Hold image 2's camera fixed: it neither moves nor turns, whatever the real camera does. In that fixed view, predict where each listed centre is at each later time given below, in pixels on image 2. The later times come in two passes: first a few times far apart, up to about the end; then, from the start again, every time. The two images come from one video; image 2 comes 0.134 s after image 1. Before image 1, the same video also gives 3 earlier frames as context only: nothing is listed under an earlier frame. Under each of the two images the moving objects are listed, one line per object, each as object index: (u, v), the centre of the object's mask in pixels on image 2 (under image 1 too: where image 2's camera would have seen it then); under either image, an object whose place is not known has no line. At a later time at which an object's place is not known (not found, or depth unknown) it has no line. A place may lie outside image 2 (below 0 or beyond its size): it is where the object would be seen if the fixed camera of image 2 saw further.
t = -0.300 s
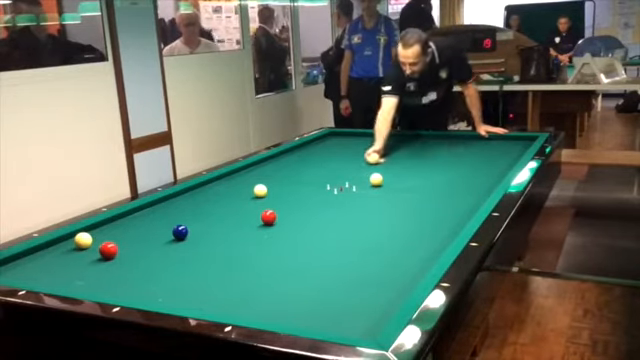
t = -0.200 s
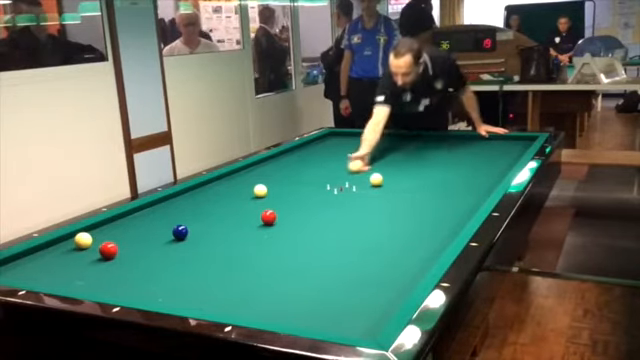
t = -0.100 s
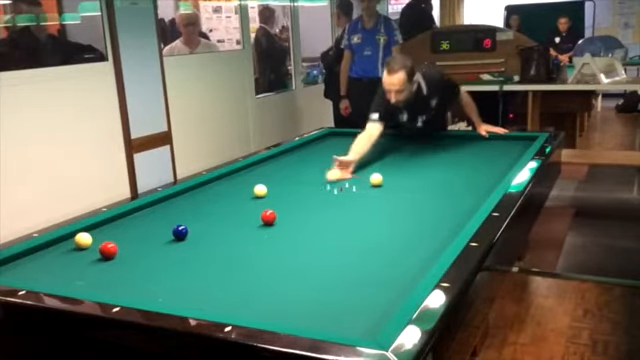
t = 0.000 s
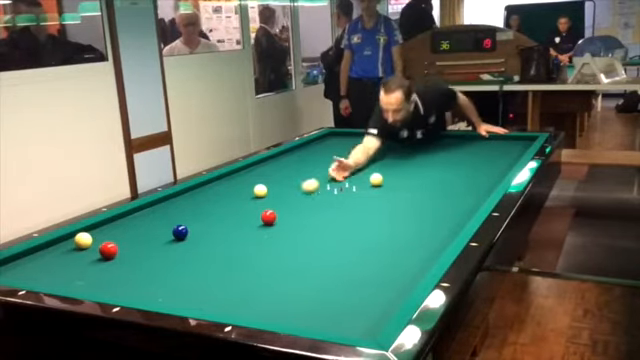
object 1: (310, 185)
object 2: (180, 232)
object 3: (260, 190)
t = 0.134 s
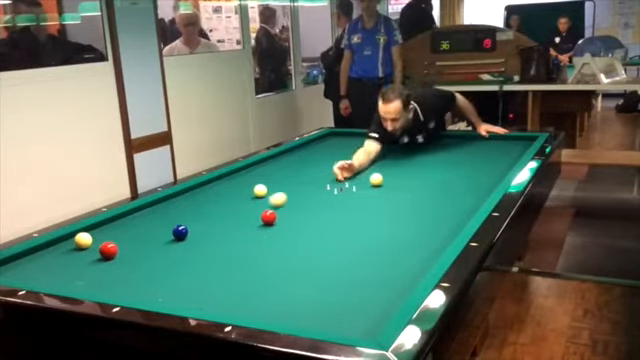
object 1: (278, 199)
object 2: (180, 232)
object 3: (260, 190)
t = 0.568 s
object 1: (150, 254)
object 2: (180, 232)
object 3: (260, 190)
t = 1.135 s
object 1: (168, 237)
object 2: (181, 231)
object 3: (260, 190)
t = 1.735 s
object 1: (186, 227)
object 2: (233, 202)
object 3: (260, 191)
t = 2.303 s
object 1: (199, 220)
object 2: (243, 187)
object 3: (280, 186)
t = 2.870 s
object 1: (209, 213)
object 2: (237, 179)
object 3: (308, 181)
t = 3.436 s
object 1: (218, 209)
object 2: (238, 172)
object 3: (333, 176)
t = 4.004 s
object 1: (225, 205)
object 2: (257, 167)
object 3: (354, 172)
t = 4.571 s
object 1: (229, 203)
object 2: (273, 164)
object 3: (373, 168)
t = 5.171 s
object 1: (233, 201)
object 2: (288, 161)
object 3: (389, 165)
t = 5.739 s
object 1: (235, 200)
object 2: (300, 159)
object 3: (402, 163)
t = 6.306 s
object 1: (235, 200)
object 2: (309, 157)
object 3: (412, 161)
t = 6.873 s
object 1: (235, 200)
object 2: (315, 156)
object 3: (421, 159)
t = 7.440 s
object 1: (235, 200)
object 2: (321, 155)
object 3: (428, 158)
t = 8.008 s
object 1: (235, 200)
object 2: (324, 154)
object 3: (432, 157)
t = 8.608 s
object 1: (235, 200)
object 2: (325, 154)
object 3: (434, 156)
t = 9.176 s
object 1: (235, 200)
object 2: (325, 153)
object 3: (435, 156)
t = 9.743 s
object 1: (235, 200)
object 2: (325, 153)
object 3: (435, 156)
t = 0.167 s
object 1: (269, 202)
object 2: (180, 232)
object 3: (260, 190)
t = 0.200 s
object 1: (260, 206)
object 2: (180, 232)
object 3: (260, 190)
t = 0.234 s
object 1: (251, 210)
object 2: (180, 232)
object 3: (260, 190)
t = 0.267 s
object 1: (243, 214)
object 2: (180, 232)
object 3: (260, 190)
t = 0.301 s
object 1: (234, 217)
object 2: (180, 232)
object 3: (260, 190)
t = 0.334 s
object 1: (225, 221)
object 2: (180, 232)
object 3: (260, 190)
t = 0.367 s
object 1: (216, 226)
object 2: (180, 232)
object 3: (260, 190)
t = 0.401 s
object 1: (206, 230)
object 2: (180, 232)
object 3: (260, 190)
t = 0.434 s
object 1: (195, 234)
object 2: (179, 232)
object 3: (260, 190)
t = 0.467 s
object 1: (185, 239)
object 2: (179, 229)
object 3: (260, 190)
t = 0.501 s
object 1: (173, 244)
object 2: (180, 230)
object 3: (260, 190)
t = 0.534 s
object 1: (162, 249)
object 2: (180, 232)
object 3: (260, 190)
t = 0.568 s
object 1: (150, 254)
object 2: (180, 232)
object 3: (260, 190)
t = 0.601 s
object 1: (137, 260)
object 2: (180, 232)
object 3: (260, 190)
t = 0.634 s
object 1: (124, 266)
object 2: (180, 232)
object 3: (260, 190)
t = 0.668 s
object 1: (110, 272)
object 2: (180, 232)
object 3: (260, 190)
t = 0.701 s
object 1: (95, 278)
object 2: (180, 232)
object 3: (260, 190)
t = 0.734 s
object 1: (81, 283)
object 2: (180, 232)
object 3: (260, 190)
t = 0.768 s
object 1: (81, 282)
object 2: (180, 232)
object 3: (260, 190)
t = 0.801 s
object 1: (92, 278)
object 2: (180, 232)
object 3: (260, 190)
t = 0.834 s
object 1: (103, 273)
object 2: (180, 232)
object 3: (260, 190)
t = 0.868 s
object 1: (112, 268)
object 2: (180, 232)
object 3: (260, 190)
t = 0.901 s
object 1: (121, 263)
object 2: (180, 232)
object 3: (260, 190)
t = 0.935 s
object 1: (129, 258)
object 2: (180, 232)
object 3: (260, 190)
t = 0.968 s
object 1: (137, 254)
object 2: (180, 232)
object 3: (260, 190)
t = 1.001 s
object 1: (145, 250)
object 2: (180, 232)
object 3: (260, 190)
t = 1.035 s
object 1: (151, 247)
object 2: (180, 232)
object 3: (260, 190)
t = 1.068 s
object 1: (157, 243)
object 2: (180, 232)
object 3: (260, 190)
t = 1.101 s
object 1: (163, 240)
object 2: (180, 232)
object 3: (260, 190)
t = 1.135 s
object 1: (168, 237)
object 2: (181, 231)
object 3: (260, 190)
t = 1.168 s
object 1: (171, 236)
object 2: (183, 231)
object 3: (260, 190)
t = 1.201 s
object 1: (172, 235)
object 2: (186, 229)
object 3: (260, 191)
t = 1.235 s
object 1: (172, 235)
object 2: (190, 226)
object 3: (260, 190)
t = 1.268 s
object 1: (173, 234)
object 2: (195, 224)
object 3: (260, 190)
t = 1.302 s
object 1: (174, 234)
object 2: (198, 222)
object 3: (260, 190)
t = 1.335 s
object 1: (175, 233)
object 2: (201, 220)
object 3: (260, 190)
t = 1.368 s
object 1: (176, 233)
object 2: (204, 218)
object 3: (260, 191)
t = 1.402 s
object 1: (177, 232)
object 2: (207, 216)
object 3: (260, 191)
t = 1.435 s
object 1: (178, 232)
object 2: (210, 215)
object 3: (260, 191)
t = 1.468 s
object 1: (179, 231)
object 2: (213, 213)
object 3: (260, 191)
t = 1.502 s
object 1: (180, 231)
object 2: (215, 212)
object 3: (260, 191)
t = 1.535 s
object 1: (181, 230)
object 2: (218, 211)
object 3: (260, 191)
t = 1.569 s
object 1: (182, 229)
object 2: (221, 209)
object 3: (260, 191)
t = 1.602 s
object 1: (183, 229)
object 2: (223, 208)
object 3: (260, 191)
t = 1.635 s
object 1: (183, 229)
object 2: (225, 206)
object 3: (260, 191)
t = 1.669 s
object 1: (184, 228)
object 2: (228, 205)
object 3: (260, 191)
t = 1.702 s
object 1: (185, 228)
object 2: (230, 204)
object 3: (260, 190)
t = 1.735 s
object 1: (186, 227)
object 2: (233, 202)
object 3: (260, 191)
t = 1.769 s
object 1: (187, 227)
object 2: (235, 201)
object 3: (260, 190)
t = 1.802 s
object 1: (188, 226)
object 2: (237, 199)
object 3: (260, 190)
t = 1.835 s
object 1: (189, 226)
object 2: (239, 198)
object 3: (260, 191)
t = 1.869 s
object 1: (190, 225)
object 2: (241, 197)
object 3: (260, 190)
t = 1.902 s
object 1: (190, 225)
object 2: (243, 196)
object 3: (260, 190)
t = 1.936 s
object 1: (191, 224)
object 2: (245, 195)
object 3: (260, 190)
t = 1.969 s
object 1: (192, 224)
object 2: (247, 194)
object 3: (260, 190)
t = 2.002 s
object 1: (193, 223)
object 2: (247, 193)
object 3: (262, 190)
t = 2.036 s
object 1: (193, 223)
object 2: (247, 192)
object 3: (264, 189)
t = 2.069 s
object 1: (194, 222)
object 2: (246, 192)
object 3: (267, 189)
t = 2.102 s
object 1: (195, 222)
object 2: (245, 191)
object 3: (269, 189)
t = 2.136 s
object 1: (196, 221)
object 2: (245, 190)
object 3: (270, 188)
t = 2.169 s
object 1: (196, 221)
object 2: (244, 190)
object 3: (272, 188)
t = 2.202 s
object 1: (197, 221)
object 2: (244, 189)
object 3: (274, 188)
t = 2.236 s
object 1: (198, 220)
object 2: (243, 189)
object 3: (276, 187)
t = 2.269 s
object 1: (199, 220)
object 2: (243, 188)
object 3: (278, 187)
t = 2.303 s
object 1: (199, 220)
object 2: (243, 187)
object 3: (280, 186)
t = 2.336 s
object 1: (200, 219)
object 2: (242, 187)
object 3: (282, 186)
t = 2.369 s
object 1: (201, 219)
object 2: (242, 186)
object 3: (283, 186)
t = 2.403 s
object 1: (201, 219)
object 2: (241, 186)
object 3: (285, 185)
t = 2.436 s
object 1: (202, 218)
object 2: (241, 185)
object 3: (287, 185)
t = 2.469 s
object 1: (202, 218)
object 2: (241, 185)
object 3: (289, 185)
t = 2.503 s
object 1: (203, 217)
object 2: (240, 184)
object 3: (290, 184)
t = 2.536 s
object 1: (204, 217)
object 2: (240, 184)
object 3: (292, 184)
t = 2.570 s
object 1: (205, 216)
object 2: (239, 183)
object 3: (294, 184)
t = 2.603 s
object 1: (205, 216)
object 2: (239, 183)
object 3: (295, 183)
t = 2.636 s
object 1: (206, 216)
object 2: (239, 182)
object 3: (297, 183)
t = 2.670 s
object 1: (206, 215)
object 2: (238, 182)
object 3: (299, 183)
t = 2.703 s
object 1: (207, 215)
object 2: (238, 181)
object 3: (300, 182)
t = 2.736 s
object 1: (207, 215)
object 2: (238, 180)
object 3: (302, 182)
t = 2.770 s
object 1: (208, 214)
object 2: (237, 180)
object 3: (303, 182)
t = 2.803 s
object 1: (208, 214)
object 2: (237, 180)
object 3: (305, 181)
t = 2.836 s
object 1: (209, 214)
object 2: (237, 179)
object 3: (307, 181)
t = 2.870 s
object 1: (209, 213)
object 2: (237, 179)
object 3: (308, 181)
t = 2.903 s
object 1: (210, 213)
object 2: (236, 178)
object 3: (310, 181)
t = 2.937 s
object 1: (211, 213)
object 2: (236, 178)
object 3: (311, 180)
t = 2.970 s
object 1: (211, 213)
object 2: (236, 177)
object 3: (313, 180)
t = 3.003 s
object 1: (212, 212)
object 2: (235, 177)
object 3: (314, 180)
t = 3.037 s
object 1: (212, 212)
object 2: (235, 176)
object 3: (315, 179)
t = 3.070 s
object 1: (212, 212)
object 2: (234, 176)
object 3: (317, 179)
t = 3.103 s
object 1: (213, 211)
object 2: (234, 175)
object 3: (319, 179)
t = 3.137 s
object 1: (214, 211)
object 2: (234, 175)
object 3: (320, 178)
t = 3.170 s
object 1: (214, 211)
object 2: (234, 174)
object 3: (322, 178)
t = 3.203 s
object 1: (215, 211)
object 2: (234, 174)
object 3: (323, 178)
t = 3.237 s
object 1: (215, 210)
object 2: (234, 174)
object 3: (324, 178)
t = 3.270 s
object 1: (216, 210)
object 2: (233, 173)
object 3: (326, 177)
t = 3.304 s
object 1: (216, 210)
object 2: (233, 173)
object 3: (327, 177)
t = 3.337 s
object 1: (216, 209)
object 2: (234, 172)
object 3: (329, 177)
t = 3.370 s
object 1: (217, 209)
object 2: (235, 172)
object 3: (330, 177)
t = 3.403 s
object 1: (218, 209)
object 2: (236, 172)
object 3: (331, 176)
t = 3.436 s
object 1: (218, 209)
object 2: (238, 172)
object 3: (333, 176)
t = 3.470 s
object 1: (218, 209)
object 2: (238, 172)
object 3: (334, 176)
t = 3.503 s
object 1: (219, 208)
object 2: (240, 171)
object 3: (335, 176)
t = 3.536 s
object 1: (219, 208)
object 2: (241, 170)
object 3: (337, 175)
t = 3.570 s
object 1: (219, 208)
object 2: (243, 170)
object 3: (338, 175)
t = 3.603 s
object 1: (220, 208)
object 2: (243, 170)
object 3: (339, 175)
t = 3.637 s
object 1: (220, 207)
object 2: (245, 169)
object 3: (341, 174)
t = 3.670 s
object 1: (221, 207)
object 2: (245, 169)
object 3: (342, 174)
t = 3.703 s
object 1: (221, 207)
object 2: (247, 169)
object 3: (343, 174)
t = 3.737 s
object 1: (221, 207)
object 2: (248, 169)
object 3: (345, 174)
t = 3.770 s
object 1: (222, 206)
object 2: (249, 169)
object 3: (346, 174)
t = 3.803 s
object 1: (222, 206)
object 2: (250, 169)
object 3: (347, 173)
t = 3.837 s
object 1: (223, 206)
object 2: (252, 168)
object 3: (348, 173)
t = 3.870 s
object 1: (223, 206)
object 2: (253, 168)
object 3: (349, 173)
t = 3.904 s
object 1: (224, 206)
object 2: (253, 168)
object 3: (351, 173)
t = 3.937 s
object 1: (224, 206)
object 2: (254, 168)
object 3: (352, 173)
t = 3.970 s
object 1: (224, 206)
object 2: (256, 167)
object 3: (353, 172)
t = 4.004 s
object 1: (225, 205)
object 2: (257, 167)
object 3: (354, 172)
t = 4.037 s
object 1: (225, 205)
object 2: (257, 167)
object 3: (356, 172)
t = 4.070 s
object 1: (225, 205)
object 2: (259, 167)
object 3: (356, 172)
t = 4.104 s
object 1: (226, 205)
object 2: (260, 167)
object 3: (358, 171)
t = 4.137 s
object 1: (226, 204)
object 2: (261, 166)
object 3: (359, 171)
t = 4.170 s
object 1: (226, 204)
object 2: (262, 166)
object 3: (360, 171)
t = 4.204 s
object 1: (226, 204)
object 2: (263, 166)
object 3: (361, 171)
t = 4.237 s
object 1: (227, 204)
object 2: (264, 166)
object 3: (362, 170)
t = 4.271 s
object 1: (227, 204)
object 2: (265, 166)
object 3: (363, 170)
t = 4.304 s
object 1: (227, 204)
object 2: (266, 165)
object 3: (364, 170)
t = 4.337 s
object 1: (228, 204)
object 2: (267, 165)
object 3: (365, 170)
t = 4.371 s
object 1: (228, 204)
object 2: (268, 165)
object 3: (366, 169)
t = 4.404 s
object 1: (228, 204)
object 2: (269, 165)
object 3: (367, 169)
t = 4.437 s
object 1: (228, 203)
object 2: (270, 164)
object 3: (368, 169)
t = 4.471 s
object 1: (229, 203)
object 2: (271, 165)
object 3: (369, 169)
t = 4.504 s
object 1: (229, 203)
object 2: (272, 165)
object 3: (370, 168)
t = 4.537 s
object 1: (229, 203)
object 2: (273, 165)
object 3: (371, 168)
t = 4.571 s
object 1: (229, 203)
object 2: (273, 164)
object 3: (373, 168)
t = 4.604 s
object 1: (230, 202)
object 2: (274, 164)
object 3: (374, 167)
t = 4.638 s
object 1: (230, 202)
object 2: (275, 164)
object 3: (374, 167)
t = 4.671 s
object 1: (230, 202)
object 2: (276, 164)
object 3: (376, 167)
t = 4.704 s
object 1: (230, 202)
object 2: (277, 164)
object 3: (377, 167)
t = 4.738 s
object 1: (231, 202)
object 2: (278, 164)
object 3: (378, 167)
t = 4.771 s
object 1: (231, 202)
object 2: (279, 163)
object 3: (379, 167)
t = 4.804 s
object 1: (231, 202)
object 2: (280, 163)
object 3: (380, 167)
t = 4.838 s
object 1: (231, 202)
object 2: (280, 163)
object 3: (380, 167)
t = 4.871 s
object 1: (232, 202)
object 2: (281, 163)
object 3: (381, 167)
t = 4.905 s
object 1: (232, 202)
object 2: (282, 163)
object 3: (382, 167)
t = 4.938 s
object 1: (232, 201)
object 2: (283, 162)
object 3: (383, 167)
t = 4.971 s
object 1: (232, 201)
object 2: (284, 162)
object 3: (384, 166)
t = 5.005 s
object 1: (232, 201)
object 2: (285, 162)
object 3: (385, 166)
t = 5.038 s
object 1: (233, 201)
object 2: (285, 162)
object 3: (386, 166)
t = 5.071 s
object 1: (233, 201)
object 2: (286, 161)
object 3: (386, 166)
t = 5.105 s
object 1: (233, 201)
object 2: (287, 161)
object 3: (387, 166)
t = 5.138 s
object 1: (233, 201)
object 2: (287, 161)
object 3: (389, 166)
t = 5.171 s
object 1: (233, 201)
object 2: (288, 161)
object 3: (389, 165)
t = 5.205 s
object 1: (234, 201)
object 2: (289, 161)
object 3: (390, 165)
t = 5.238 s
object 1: (234, 201)
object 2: (289, 161)
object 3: (391, 165)
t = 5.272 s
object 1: (234, 201)
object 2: (290, 161)
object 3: (392, 165)
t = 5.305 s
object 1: (234, 201)
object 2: (291, 160)
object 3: (392, 165)
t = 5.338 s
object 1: (234, 201)
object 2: (292, 160)
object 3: (393, 165)
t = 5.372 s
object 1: (234, 201)
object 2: (292, 160)
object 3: (394, 165)
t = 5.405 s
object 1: (234, 201)
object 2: (293, 160)
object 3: (395, 164)
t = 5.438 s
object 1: (234, 201)
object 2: (294, 160)
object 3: (396, 164)
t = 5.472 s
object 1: (234, 200)
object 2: (294, 160)
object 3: (396, 164)
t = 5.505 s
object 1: (235, 200)
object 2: (295, 159)
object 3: (397, 164)
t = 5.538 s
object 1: (235, 200)
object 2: (295, 159)
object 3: (398, 164)
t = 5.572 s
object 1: (235, 200)
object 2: (296, 160)
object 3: (398, 164)
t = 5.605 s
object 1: (235, 200)
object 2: (297, 159)
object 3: (399, 164)
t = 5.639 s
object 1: (235, 200)
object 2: (297, 159)
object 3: (400, 163)
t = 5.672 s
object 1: (235, 200)
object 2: (298, 159)
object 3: (401, 163)
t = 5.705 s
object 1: (235, 200)
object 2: (299, 159)
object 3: (401, 163)
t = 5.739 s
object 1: (235, 200)
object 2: (300, 159)
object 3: (402, 163)
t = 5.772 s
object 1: (235, 200)
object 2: (300, 159)
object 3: (403, 163)
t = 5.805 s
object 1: (235, 200)
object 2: (301, 159)
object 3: (403, 163)
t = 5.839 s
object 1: (235, 200)
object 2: (301, 159)
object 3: (404, 162)
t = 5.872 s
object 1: (235, 200)
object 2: (302, 158)
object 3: (405, 162)
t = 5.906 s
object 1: (235, 200)
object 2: (302, 158)
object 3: (406, 162)
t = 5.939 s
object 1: (235, 200)
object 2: (303, 158)
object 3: (406, 162)
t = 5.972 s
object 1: (235, 200)
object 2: (304, 158)
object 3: (407, 162)
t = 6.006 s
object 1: (235, 200)
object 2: (304, 158)
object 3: (407, 162)
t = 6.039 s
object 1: (235, 200)
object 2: (305, 158)
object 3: (408, 162)
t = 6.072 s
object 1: (235, 200)
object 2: (305, 157)
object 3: (409, 162)
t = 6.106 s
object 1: (235, 200)
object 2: (306, 157)
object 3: (409, 161)
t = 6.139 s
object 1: (235, 200)
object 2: (306, 157)
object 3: (410, 161)
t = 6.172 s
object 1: (235, 200)
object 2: (307, 157)
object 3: (410, 161)
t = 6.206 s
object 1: (235, 200)
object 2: (307, 157)
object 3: (411, 161)
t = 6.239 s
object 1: (235, 200)
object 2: (308, 157)
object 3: (411, 161)
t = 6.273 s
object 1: (235, 200)
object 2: (308, 157)
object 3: (412, 161)
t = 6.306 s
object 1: (235, 200)
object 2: (309, 157)
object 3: (412, 161)
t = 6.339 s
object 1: (235, 200)
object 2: (309, 157)
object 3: (413, 161)
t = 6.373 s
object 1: (235, 200)
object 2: (309, 157)
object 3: (413, 161)
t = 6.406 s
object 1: (235, 200)
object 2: (310, 157)
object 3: (414, 161)
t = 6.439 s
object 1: (235, 200)
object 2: (310, 157)
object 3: (415, 160)
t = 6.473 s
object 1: (235, 200)
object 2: (311, 157)
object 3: (415, 160)
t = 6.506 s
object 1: (235, 200)
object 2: (311, 157)
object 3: (416, 160)
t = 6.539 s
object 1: (235, 200)
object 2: (312, 156)
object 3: (416, 160)
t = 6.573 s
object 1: (235, 200)
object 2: (312, 156)
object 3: (417, 160)
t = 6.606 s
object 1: (235, 200)
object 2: (312, 156)
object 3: (418, 160)
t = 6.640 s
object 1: (235, 200)
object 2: (313, 156)
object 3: (418, 160)
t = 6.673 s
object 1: (235, 200)
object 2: (313, 156)
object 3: (418, 160)
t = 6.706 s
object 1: (235, 200)
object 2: (313, 156)
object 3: (419, 160)
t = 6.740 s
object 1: (235, 200)
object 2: (314, 156)
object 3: (419, 159)
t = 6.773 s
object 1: (235, 200)
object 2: (314, 156)
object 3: (420, 159)
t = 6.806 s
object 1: (235, 200)
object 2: (315, 156)
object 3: (420, 159)
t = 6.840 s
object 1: (235, 200)
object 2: (315, 156)
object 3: (421, 159)
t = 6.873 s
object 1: (235, 200)
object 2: (315, 156)
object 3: (421, 159)
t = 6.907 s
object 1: (235, 200)
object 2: (316, 155)
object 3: (421, 159)
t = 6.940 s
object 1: (235, 200)
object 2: (316, 155)
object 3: (422, 159)
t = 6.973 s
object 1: (235, 200)
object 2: (317, 155)
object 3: (422, 159)
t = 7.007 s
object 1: (235, 200)
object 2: (317, 155)
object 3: (423, 159)
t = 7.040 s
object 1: (235, 200)
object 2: (317, 155)
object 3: (423, 159)
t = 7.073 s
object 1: (235, 200)
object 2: (318, 155)
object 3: (423, 159)
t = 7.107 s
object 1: (235, 200)
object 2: (318, 155)
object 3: (424, 159)
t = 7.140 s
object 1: (235, 200)
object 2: (318, 155)
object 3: (424, 158)
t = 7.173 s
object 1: (235, 200)
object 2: (318, 155)
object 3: (425, 158)
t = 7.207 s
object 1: (235, 200)
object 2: (318, 155)
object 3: (425, 158)
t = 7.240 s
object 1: (235, 200)
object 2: (319, 155)
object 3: (425, 158)
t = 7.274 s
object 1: (235, 200)
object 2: (319, 155)
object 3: (425, 158)
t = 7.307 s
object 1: (235, 200)
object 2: (319, 155)
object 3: (426, 158)
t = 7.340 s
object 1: (235, 200)
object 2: (320, 155)
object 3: (426, 158)
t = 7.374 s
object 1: (235, 200)
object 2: (320, 155)
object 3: (426, 158)
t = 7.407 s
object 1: (235, 200)
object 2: (320, 155)
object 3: (427, 158)
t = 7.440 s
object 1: (235, 200)
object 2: (321, 155)
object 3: (428, 158)
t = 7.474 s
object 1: (235, 200)
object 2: (321, 154)
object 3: (428, 157)
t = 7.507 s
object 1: (235, 200)
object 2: (321, 154)
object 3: (428, 157)
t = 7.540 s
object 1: (235, 200)
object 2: (321, 154)
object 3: (428, 158)
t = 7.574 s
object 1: (235, 200)
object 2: (322, 154)
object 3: (428, 157)
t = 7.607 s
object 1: (235, 200)
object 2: (322, 154)
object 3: (429, 157)
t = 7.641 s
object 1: (235, 200)
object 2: (322, 154)
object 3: (429, 158)
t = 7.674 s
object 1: (235, 200)
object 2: (322, 154)
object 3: (429, 157)
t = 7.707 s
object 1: (235, 200)
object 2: (322, 154)
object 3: (430, 157)
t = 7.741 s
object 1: (235, 200)
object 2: (322, 154)
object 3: (430, 157)
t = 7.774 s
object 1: (235, 200)
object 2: (323, 154)
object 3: (430, 157)
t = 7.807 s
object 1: (235, 200)
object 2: (323, 154)
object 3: (430, 157)
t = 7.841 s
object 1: (235, 200)
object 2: (323, 154)
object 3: (431, 157)
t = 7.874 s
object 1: (235, 200)
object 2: (323, 154)
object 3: (431, 157)
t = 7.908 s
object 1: (235, 200)
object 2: (323, 154)
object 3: (431, 157)
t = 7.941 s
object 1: (235, 200)
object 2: (323, 154)
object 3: (431, 157)
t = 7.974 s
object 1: (235, 200)
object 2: (324, 154)
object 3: (431, 157)
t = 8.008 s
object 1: (235, 200)
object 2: (324, 154)
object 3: (432, 157)
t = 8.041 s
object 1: (235, 200)
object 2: (324, 154)
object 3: (432, 157)
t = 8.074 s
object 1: (235, 200)
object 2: (324, 154)
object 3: (432, 157)
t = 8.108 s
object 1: (235, 200)
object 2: (324, 154)
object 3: (432, 157)
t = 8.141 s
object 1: (235, 200)
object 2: (324, 154)
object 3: (433, 157)
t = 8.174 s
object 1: (235, 200)
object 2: (324, 154)
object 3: (432, 157)
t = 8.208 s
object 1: (235, 200)
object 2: (324, 154)
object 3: (433, 157)
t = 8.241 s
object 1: (235, 200)
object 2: (325, 153)
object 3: (433, 157)
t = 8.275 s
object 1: (235, 200)
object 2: (325, 153)
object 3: (433, 157)
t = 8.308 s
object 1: (235, 200)
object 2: (325, 153)
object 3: (433, 157)
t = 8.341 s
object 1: (235, 200)
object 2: (325, 153)
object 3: (433, 157)
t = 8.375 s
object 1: (235, 200)
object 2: (325, 153)
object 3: (433, 156)
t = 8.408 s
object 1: (235, 200)
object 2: (325, 154)
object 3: (434, 156)
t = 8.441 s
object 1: (235, 200)
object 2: (325, 154)
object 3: (434, 156)
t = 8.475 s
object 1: (235, 200)
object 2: (325, 153)
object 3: (434, 156)
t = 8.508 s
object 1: (235, 200)
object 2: (325, 153)
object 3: (434, 156)
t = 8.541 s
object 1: (235, 200)
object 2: (325, 154)
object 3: (434, 156)
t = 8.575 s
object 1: (235, 200)
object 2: (325, 153)
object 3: (434, 156)
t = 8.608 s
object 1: (235, 200)
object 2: (325, 154)
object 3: (434, 156)
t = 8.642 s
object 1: (235, 200)
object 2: (325, 154)
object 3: (434, 156)
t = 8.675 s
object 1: (235, 200)
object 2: (325, 154)
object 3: (434, 156)
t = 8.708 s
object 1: (235, 200)
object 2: (325, 154)
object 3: (434, 156)
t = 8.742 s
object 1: (235, 200)
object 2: (325, 153)
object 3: (435, 156)
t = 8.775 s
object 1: (235, 200)
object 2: (325, 153)
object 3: (435, 156)
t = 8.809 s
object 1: (235, 200)
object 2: (325, 153)
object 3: (435, 156)
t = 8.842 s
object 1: (235, 200)
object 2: (325, 153)
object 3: (435, 156)
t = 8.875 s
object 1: (235, 200)
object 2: (325, 153)
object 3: (435, 156)
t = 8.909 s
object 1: (235, 200)
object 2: (325, 153)
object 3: (434, 156)
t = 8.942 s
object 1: (235, 200)
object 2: (325, 153)
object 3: (435, 156)
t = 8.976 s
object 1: (235, 200)
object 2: (325, 153)
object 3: (435, 156)
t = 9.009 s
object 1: (235, 200)
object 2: (325, 153)
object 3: (435, 156)
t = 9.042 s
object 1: (235, 200)
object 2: (325, 153)
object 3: (435, 156)
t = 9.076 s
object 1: (235, 200)
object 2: (325, 153)
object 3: (435, 156)
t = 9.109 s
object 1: (235, 200)
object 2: (325, 153)
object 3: (435, 156)
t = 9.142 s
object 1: (235, 200)
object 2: (325, 153)
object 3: (435, 156)
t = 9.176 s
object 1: (235, 200)
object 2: (325, 153)
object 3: (435, 156)
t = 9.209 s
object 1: (235, 200)
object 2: (325, 153)
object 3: (435, 156)
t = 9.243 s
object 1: (235, 200)
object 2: (325, 153)
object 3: (435, 156)
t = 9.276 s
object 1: (235, 200)
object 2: (325, 153)
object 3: (435, 156)
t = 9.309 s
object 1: (235, 200)
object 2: (325, 153)
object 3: (435, 156)
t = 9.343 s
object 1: (235, 200)
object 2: (325, 153)
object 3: (435, 156)
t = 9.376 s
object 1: (235, 200)
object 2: (325, 153)
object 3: (435, 156)
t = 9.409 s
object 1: (235, 200)
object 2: (325, 153)
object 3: (435, 156)
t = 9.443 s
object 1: (235, 200)
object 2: (325, 153)
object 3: (435, 156)
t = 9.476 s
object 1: (235, 200)
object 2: (325, 153)
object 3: (435, 156)
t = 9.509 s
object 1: (235, 200)
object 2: (325, 153)
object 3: (435, 156)
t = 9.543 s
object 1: (235, 200)
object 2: (325, 153)
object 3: (435, 156)
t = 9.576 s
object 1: (235, 200)
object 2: (325, 153)
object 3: (435, 156)
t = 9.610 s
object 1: (235, 200)
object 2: (325, 153)
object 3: (435, 156)
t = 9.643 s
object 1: (235, 200)
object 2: (325, 153)
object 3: (435, 156)
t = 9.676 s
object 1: (235, 200)
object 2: (325, 153)
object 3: (435, 156)
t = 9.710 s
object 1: (235, 200)
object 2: (325, 153)
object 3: (435, 156)
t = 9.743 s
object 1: (235, 200)
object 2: (325, 153)
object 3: (435, 156)
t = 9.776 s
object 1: (235, 200)
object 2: (325, 153)
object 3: (435, 156)
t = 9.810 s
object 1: (235, 200)
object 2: (325, 154)
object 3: (435, 156)
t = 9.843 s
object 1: (235, 200)
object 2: (325, 154)
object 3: (435, 156)
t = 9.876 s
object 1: (235, 200)
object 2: (325, 154)
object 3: (435, 156)
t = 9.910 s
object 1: (235, 200)
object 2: (325, 154)
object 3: (435, 156)
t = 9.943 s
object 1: (235, 200)
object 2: (325, 154)
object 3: (435, 156)
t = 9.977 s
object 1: (235, 200)
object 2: (325, 154)
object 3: (435, 156)
